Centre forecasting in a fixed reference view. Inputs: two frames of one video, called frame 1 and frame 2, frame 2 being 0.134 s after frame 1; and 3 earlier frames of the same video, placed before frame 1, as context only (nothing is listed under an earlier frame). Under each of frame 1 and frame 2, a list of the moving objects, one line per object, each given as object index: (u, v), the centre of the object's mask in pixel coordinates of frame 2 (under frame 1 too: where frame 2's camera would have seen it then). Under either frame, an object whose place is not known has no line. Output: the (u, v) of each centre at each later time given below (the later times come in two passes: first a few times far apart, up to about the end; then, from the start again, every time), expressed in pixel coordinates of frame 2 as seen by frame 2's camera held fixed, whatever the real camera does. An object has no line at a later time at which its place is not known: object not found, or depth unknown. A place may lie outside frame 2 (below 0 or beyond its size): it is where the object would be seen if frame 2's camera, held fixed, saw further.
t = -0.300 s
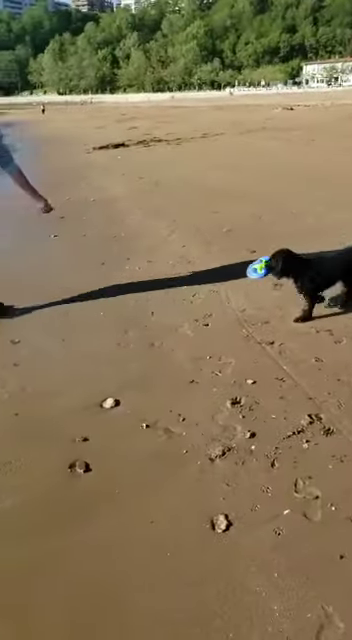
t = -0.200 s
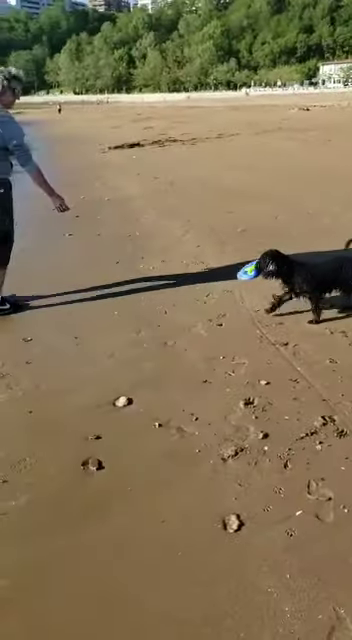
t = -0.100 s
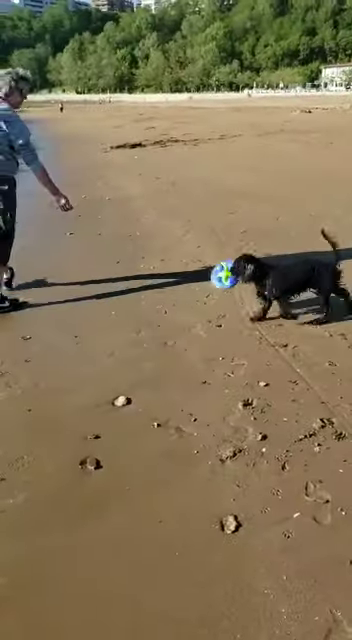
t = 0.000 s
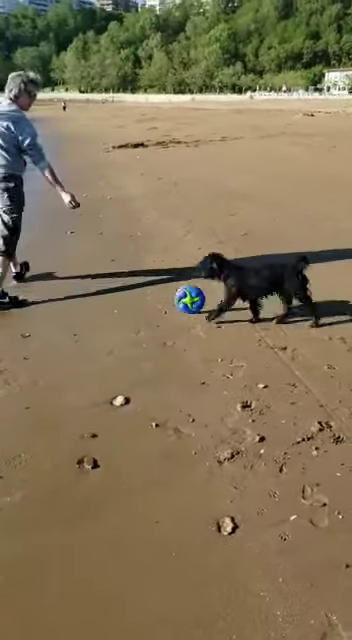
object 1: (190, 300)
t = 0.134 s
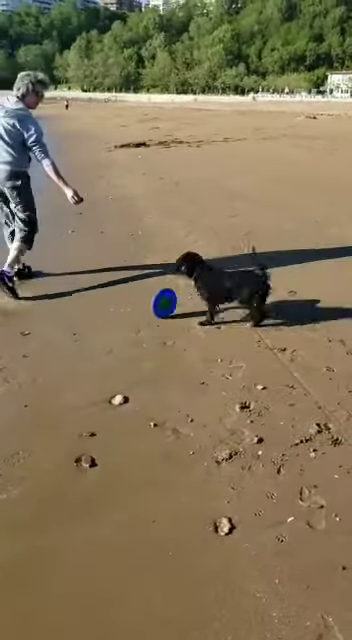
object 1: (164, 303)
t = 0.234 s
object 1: (146, 306)
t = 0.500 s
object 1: (100, 322)
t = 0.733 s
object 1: (69, 340)
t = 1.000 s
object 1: (39, 365)
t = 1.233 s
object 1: (17, 389)
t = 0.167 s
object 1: (158, 303)
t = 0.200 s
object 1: (152, 304)
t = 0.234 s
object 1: (146, 306)
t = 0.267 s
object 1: (140, 307)
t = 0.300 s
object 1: (134, 309)
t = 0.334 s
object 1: (129, 311)
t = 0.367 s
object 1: (123, 313)
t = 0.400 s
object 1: (118, 315)
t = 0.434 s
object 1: (112, 317)
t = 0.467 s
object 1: (106, 319)
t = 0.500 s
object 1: (100, 322)
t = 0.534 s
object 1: (96, 325)
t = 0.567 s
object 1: (91, 327)
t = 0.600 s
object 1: (86, 329)
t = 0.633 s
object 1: (82, 332)
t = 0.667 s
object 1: (77, 334)
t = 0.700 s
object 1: (73, 337)
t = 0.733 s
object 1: (69, 340)
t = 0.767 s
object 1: (65, 343)
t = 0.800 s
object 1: (61, 346)
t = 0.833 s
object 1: (57, 350)
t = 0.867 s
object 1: (53, 352)
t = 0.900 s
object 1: (50, 355)
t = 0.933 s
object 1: (46, 358)
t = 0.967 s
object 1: (42, 361)
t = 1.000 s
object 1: (39, 365)
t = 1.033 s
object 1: (36, 368)
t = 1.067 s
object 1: (33, 373)
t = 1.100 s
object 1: (30, 376)
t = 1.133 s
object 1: (27, 379)
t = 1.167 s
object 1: (23, 382)
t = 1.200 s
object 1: (21, 384)
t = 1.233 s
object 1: (17, 389)
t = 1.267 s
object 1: (14, 393)
